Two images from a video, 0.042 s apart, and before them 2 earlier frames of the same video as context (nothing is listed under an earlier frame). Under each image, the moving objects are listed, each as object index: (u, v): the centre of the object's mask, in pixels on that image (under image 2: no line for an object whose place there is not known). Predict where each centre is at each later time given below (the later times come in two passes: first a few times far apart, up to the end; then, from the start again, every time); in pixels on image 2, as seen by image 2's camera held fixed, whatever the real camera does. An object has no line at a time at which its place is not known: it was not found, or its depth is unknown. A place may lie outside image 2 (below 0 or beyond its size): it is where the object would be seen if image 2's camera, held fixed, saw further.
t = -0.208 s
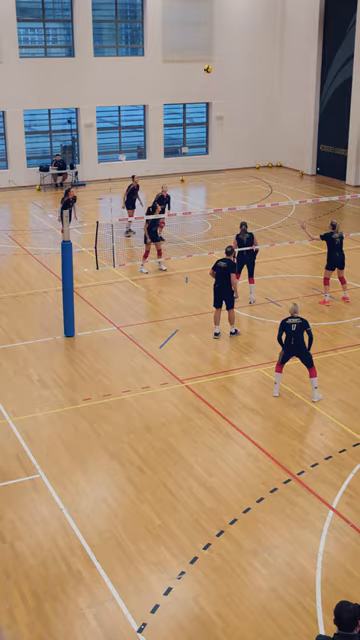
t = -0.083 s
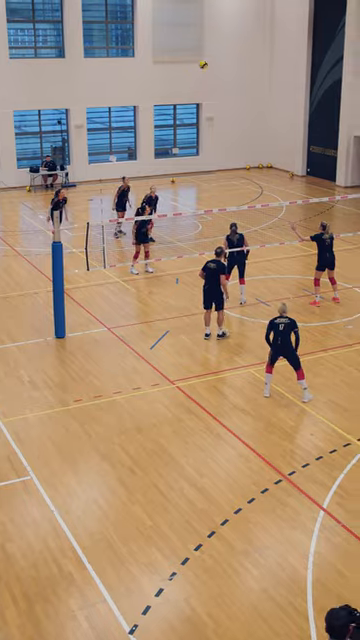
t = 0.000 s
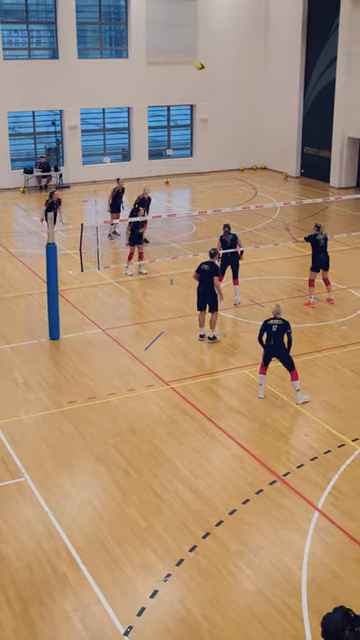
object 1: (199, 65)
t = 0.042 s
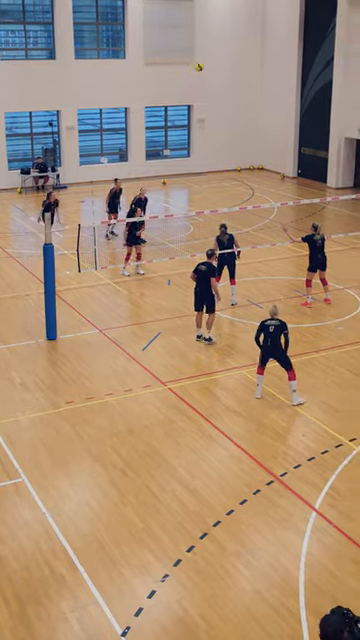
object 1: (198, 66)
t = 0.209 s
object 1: (206, 77)
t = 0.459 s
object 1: (216, 118)
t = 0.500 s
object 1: (218, 127)
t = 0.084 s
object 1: (200, 68)
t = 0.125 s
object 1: (202, 70)
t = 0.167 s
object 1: (203, 73)
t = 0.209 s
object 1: (206, 77)
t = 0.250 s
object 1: (209, 84)
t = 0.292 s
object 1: (210, 89)
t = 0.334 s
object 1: (212, 95)
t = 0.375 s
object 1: (213, 102)
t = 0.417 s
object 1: (215, 110)
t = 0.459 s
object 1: (216, 118)
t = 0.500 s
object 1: (218, 127)
